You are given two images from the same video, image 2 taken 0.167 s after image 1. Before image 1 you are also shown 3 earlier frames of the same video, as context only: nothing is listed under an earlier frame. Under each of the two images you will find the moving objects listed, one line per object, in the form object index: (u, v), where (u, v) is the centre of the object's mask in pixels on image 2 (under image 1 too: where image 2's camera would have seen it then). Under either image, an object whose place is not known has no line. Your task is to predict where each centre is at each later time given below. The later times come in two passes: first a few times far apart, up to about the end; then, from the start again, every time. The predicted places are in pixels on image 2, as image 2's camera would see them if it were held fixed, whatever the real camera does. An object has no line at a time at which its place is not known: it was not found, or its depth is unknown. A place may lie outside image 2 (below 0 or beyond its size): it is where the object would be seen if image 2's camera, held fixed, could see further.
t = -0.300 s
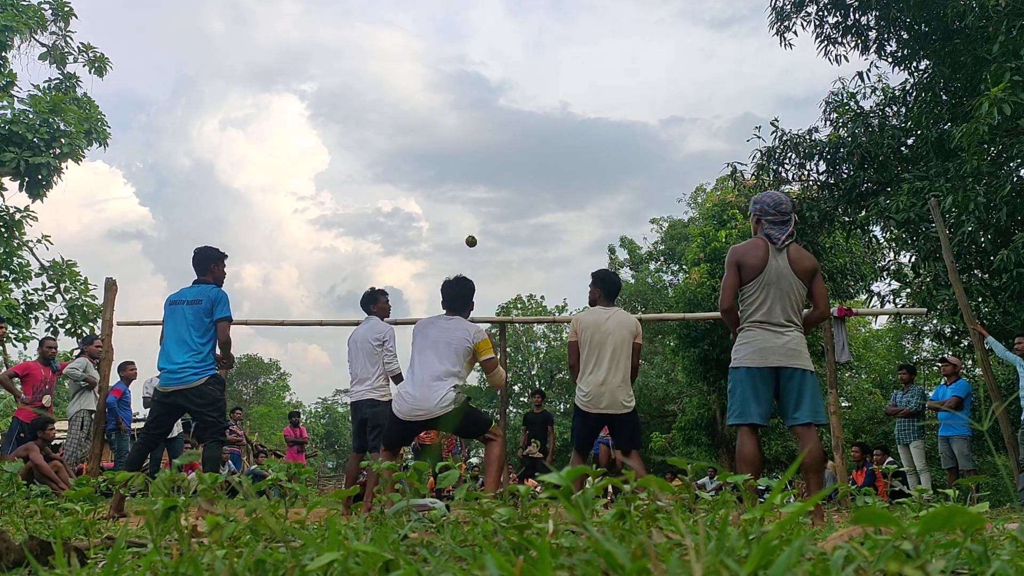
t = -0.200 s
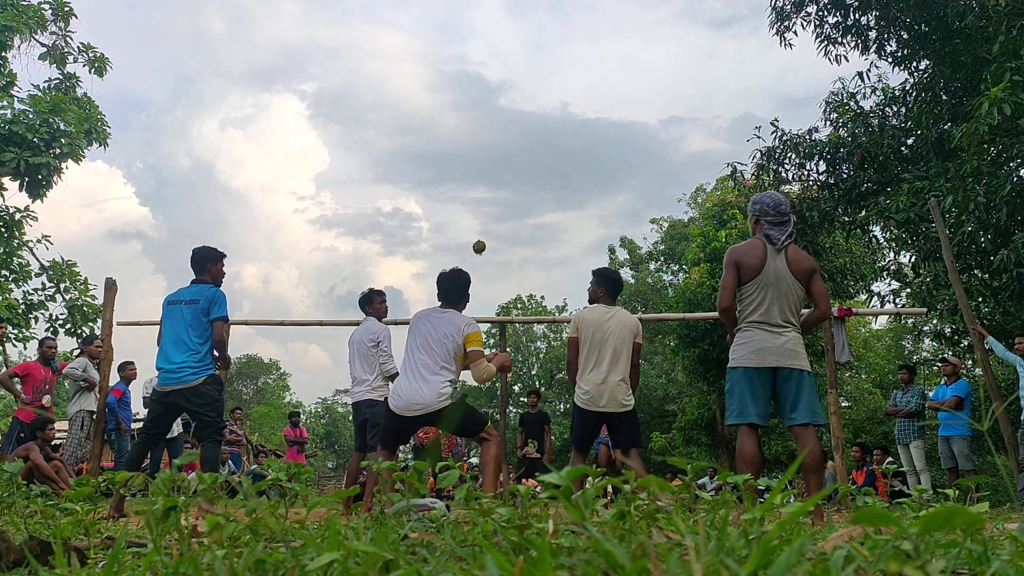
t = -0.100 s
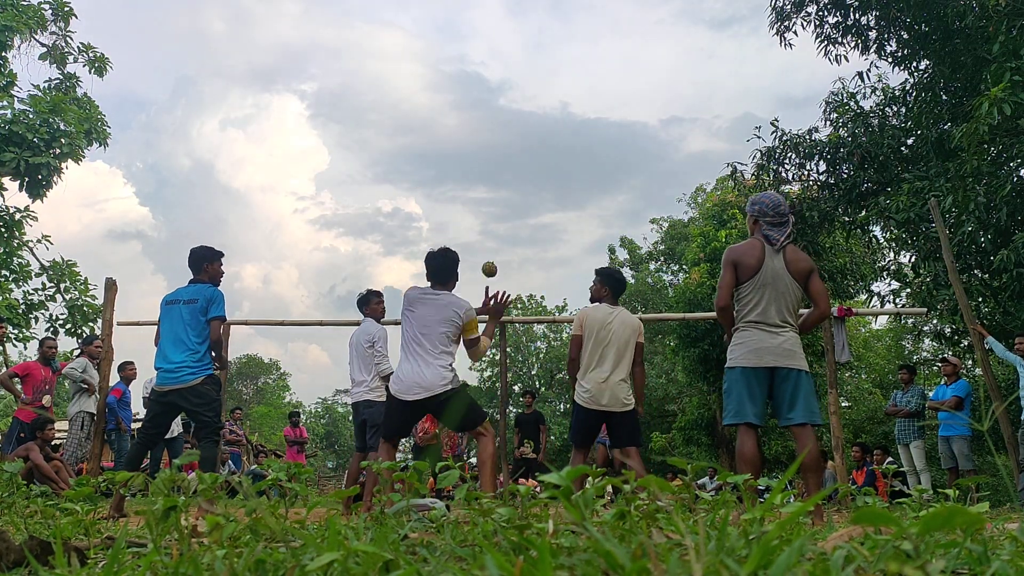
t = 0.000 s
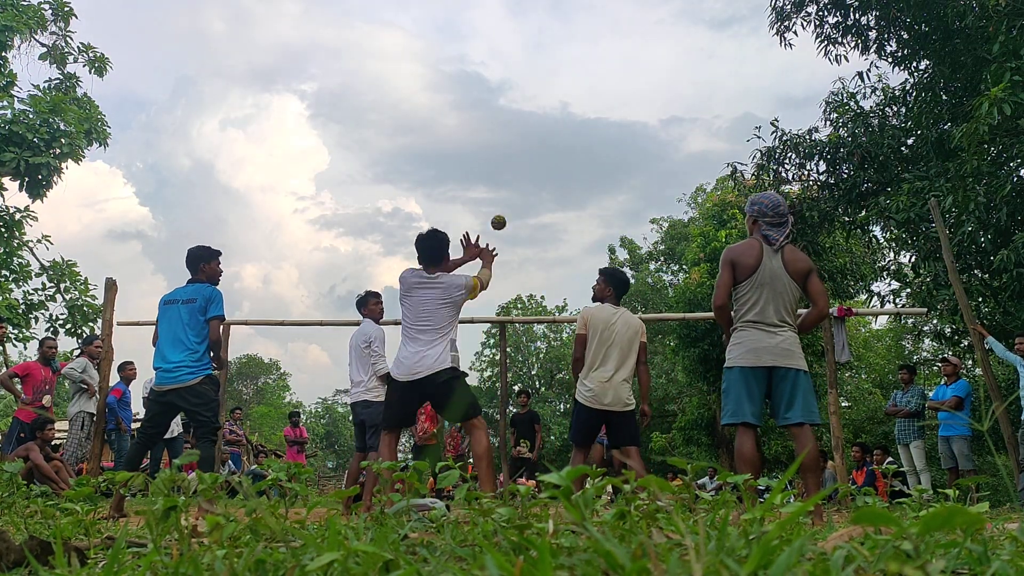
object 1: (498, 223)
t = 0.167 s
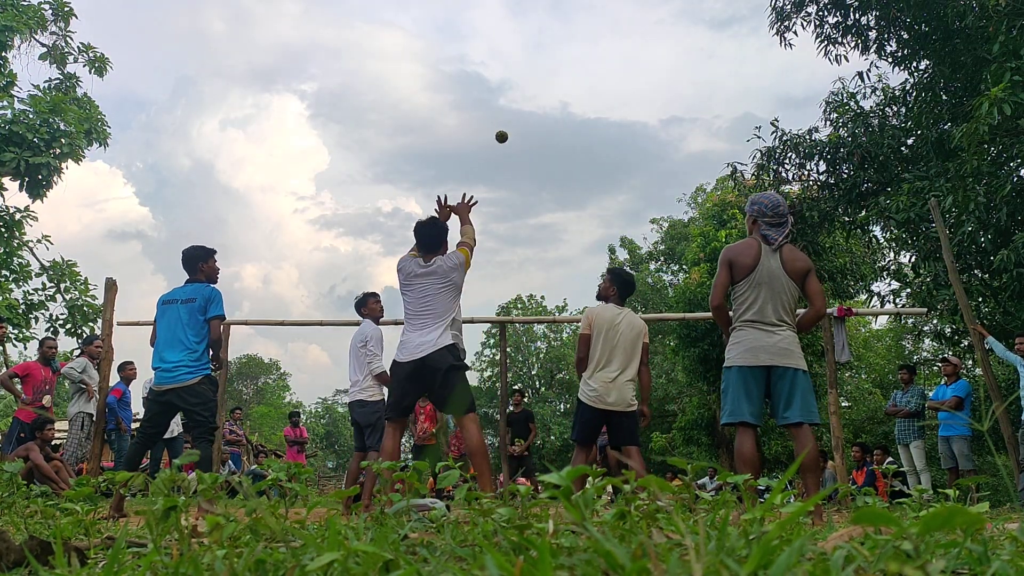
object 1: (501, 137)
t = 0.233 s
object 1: (502, 119)
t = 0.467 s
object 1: (505, 103)
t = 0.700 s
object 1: (507, 135)
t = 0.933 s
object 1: (508, 199)
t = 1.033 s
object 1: (508, 235)
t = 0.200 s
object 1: (502, 126)
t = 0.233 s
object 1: (502, 119)
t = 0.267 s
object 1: (503, 112)
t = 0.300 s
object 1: (503, 107)
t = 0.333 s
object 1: (504, 104)
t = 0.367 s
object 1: (504, 102)
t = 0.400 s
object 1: (504, 101)
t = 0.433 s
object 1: (505, 101)
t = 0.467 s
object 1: (505, 103)
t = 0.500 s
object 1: (505, 104)
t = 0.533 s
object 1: (506, 107)
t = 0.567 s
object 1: (506, 112)
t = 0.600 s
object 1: (506, 116)
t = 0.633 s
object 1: (507, 121)
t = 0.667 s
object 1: (506, 128)
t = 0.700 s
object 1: (507, 135)
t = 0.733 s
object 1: (507, 142)
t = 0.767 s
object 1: (507, 150)
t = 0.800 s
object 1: (507, 159)
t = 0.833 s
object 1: (508, 168)
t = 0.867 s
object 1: (508, 178)
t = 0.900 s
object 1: (508, 188)
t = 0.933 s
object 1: (508, 199)
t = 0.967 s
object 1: (508, 210)
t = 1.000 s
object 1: (508, 222)
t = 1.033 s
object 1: (508, 235)
